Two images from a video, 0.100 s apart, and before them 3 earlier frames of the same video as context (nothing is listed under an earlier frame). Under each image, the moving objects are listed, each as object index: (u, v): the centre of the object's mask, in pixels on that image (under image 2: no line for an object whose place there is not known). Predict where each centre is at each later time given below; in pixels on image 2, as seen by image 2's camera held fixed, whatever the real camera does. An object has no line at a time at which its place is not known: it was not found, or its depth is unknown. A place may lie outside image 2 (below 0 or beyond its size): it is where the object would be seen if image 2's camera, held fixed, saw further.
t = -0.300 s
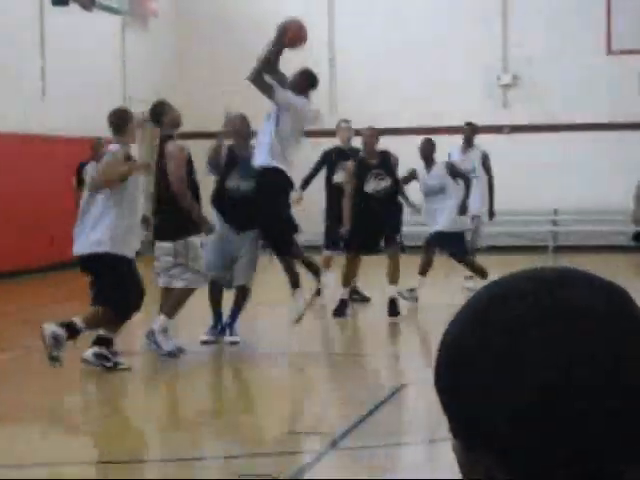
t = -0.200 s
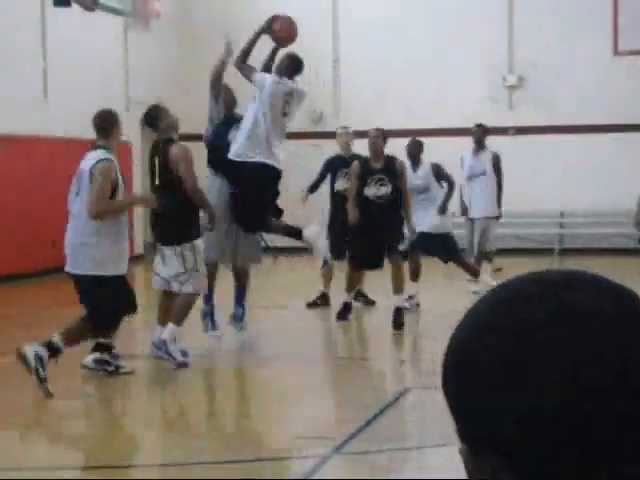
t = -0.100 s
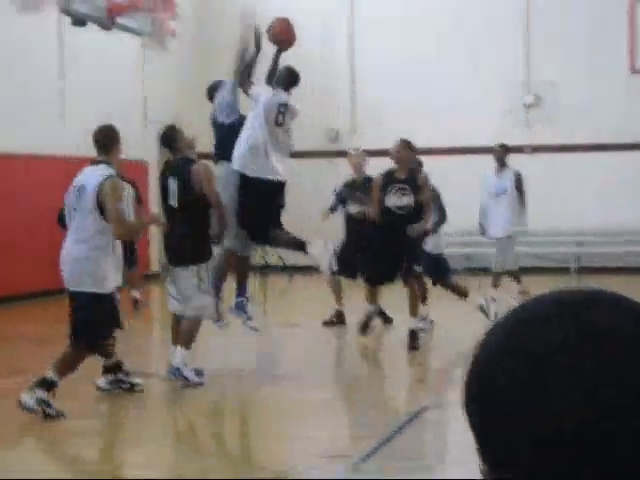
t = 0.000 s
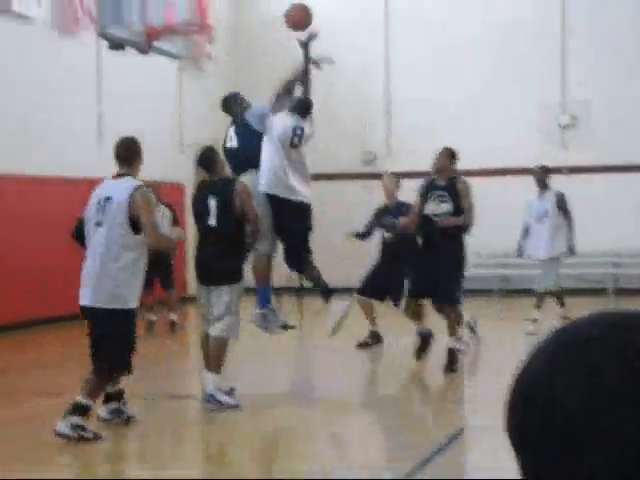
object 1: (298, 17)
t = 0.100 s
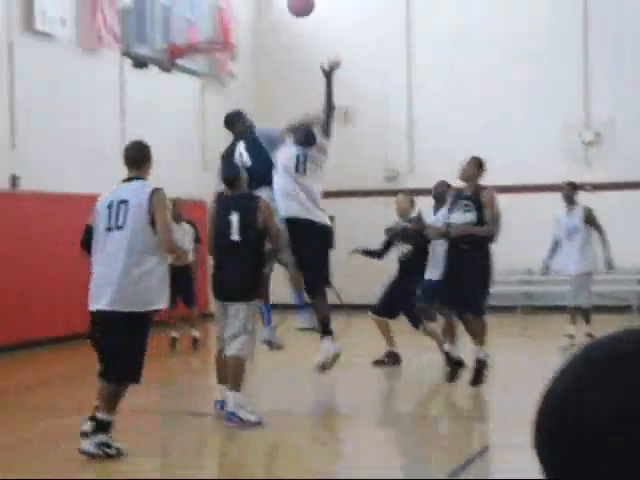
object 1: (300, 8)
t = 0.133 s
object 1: (293, 2)
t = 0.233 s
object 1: (275, -8)
